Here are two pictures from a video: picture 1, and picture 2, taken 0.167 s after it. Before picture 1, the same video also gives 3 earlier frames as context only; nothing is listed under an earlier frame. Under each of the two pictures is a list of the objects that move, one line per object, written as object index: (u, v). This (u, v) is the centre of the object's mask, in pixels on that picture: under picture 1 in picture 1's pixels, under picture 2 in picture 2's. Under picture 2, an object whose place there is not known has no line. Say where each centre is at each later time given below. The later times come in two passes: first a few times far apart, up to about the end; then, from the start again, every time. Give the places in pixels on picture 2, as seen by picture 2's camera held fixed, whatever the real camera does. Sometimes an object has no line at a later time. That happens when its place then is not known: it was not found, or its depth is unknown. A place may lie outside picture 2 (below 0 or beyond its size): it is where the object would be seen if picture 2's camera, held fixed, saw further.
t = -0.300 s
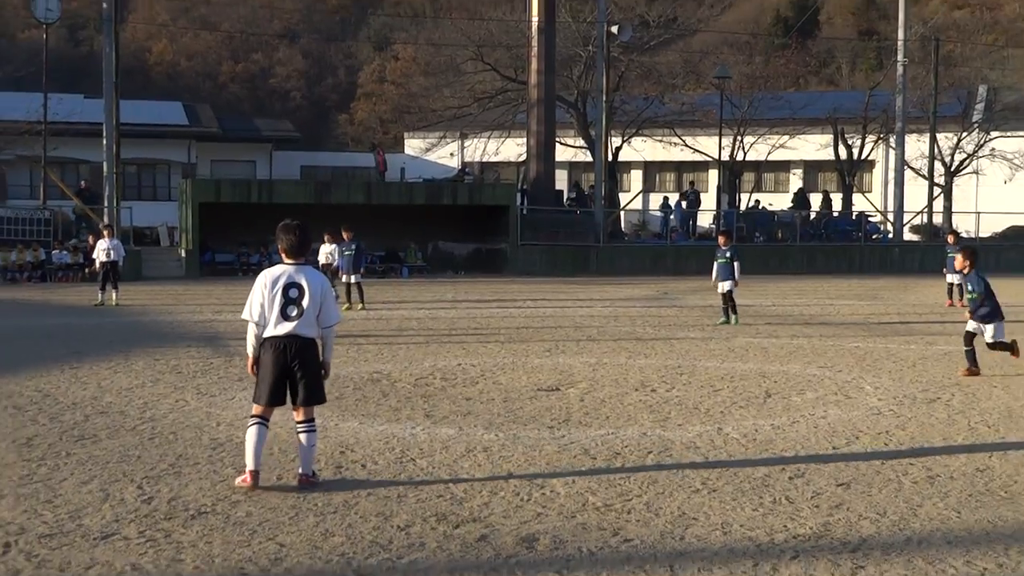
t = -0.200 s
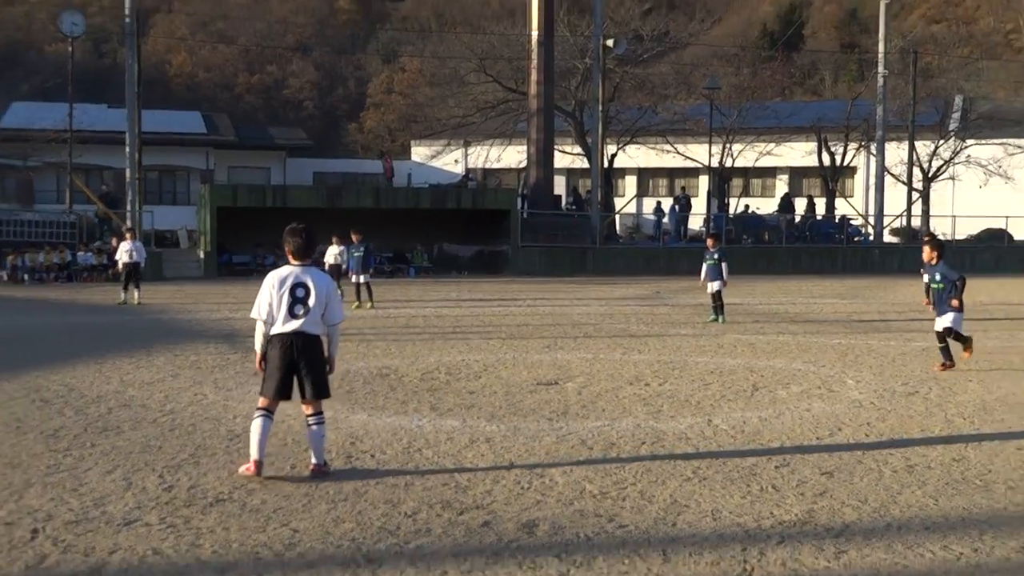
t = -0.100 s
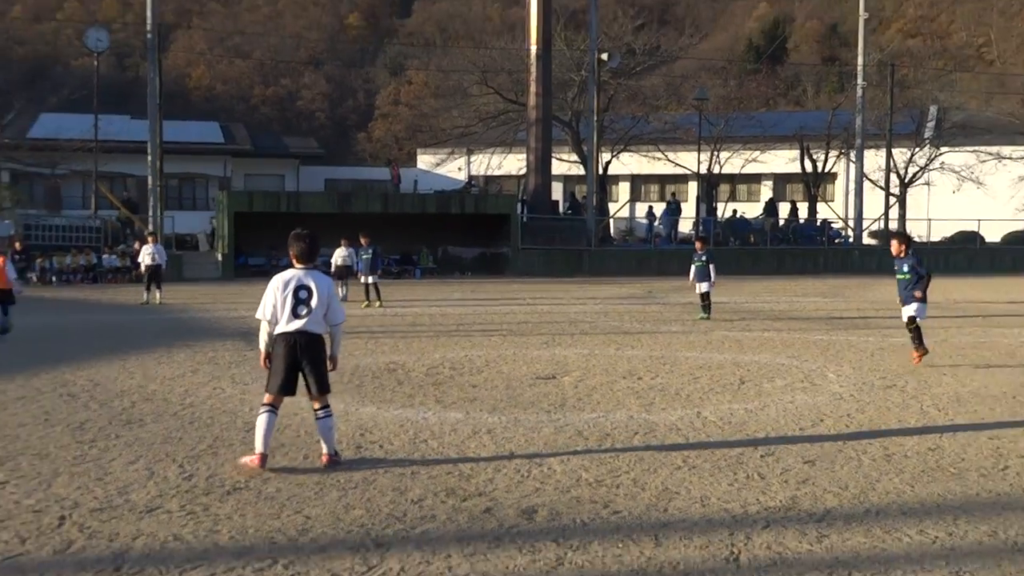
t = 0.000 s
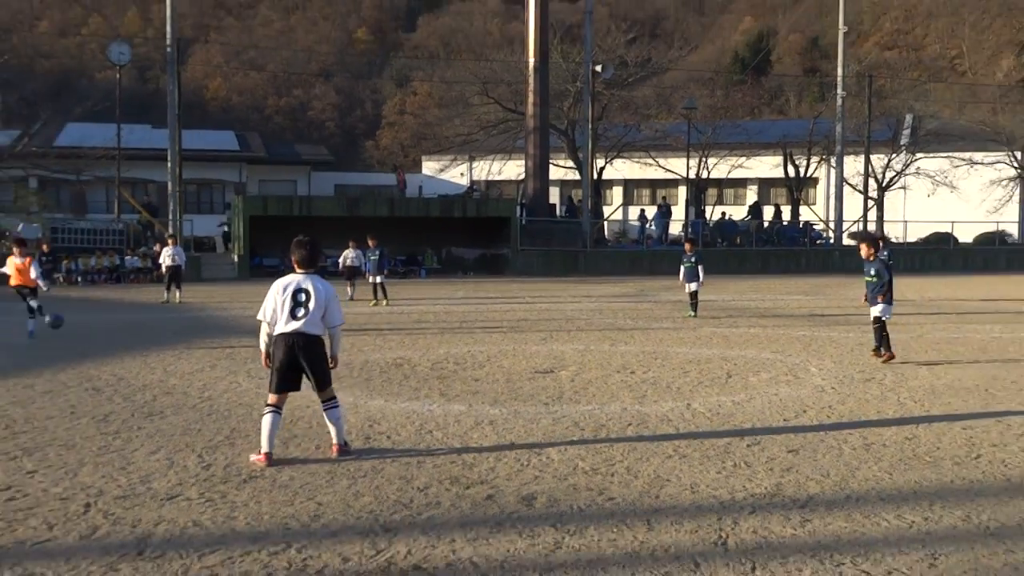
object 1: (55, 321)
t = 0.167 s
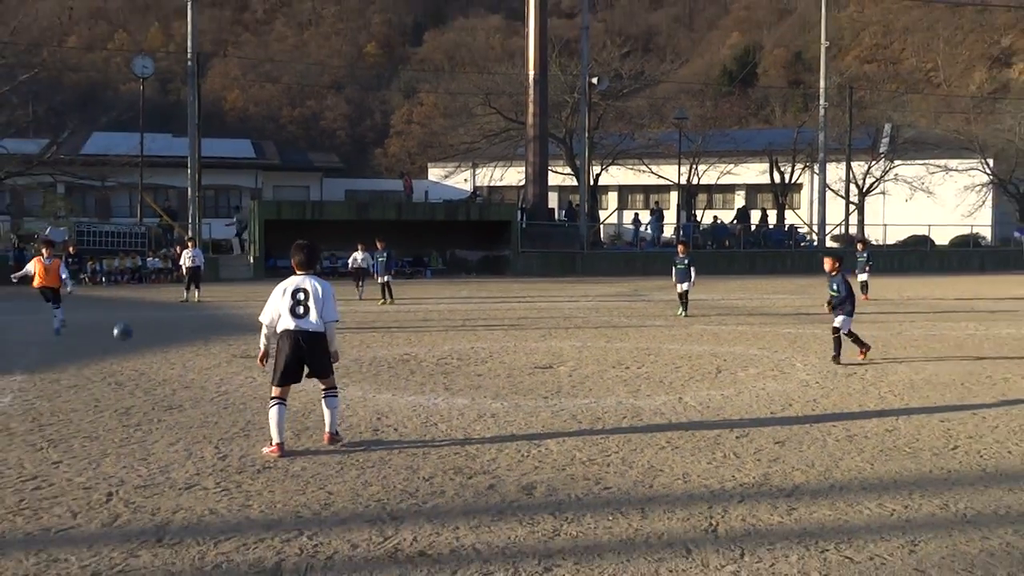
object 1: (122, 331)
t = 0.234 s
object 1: (142, 346)
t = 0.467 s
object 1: (205, 352)
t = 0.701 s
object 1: (276, 394)
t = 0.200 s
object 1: (132, 338)
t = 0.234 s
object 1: (142, 346)
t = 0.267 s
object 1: (153, 355)
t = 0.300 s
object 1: (164, 363)
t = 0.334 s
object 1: (171, 358)
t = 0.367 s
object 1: (179, 355)
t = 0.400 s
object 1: (187, 353)
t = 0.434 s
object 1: (196, 352)
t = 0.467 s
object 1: (205, 352)
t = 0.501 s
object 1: (214, 354)
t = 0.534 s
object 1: (224, 357)
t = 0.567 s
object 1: (234, 361)
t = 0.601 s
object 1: (244, 367)
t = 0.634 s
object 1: (255, 374)
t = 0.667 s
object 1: (265, 383)
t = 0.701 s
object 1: (276, 394)
